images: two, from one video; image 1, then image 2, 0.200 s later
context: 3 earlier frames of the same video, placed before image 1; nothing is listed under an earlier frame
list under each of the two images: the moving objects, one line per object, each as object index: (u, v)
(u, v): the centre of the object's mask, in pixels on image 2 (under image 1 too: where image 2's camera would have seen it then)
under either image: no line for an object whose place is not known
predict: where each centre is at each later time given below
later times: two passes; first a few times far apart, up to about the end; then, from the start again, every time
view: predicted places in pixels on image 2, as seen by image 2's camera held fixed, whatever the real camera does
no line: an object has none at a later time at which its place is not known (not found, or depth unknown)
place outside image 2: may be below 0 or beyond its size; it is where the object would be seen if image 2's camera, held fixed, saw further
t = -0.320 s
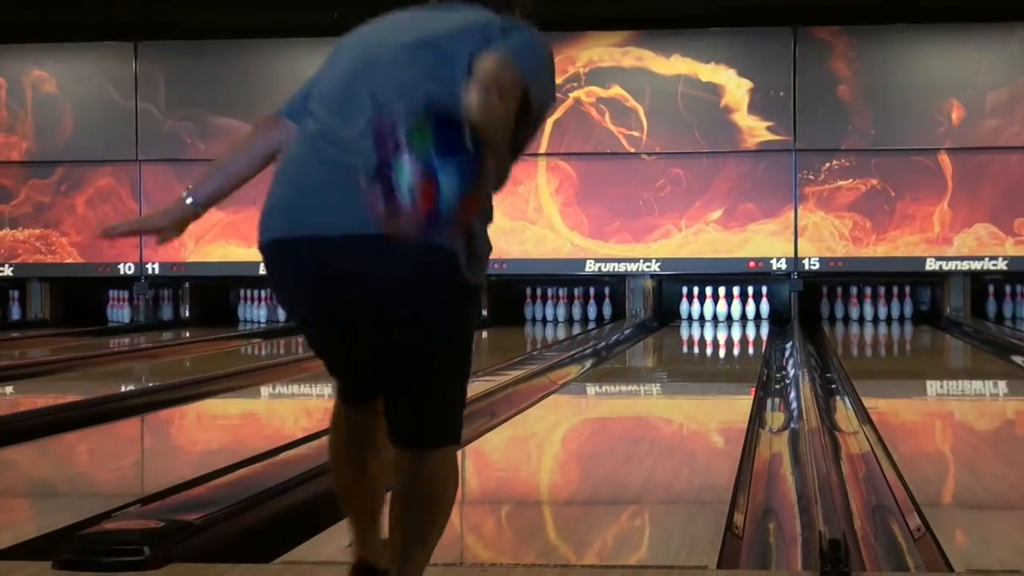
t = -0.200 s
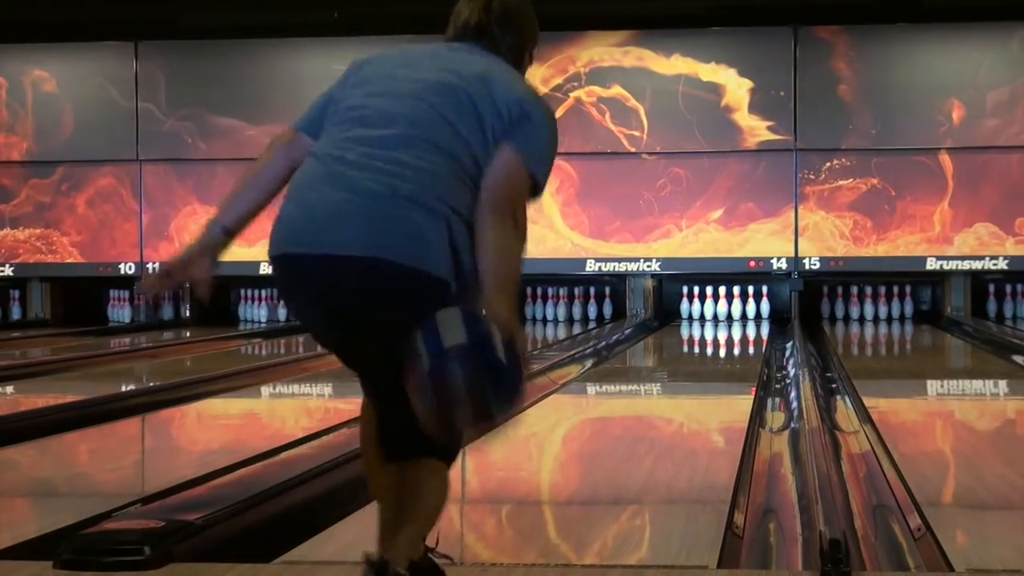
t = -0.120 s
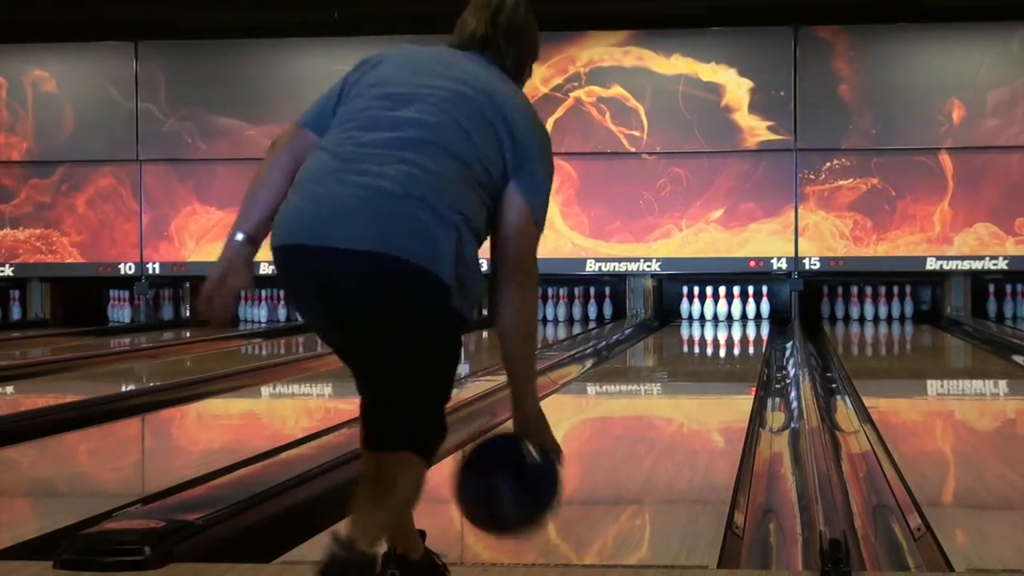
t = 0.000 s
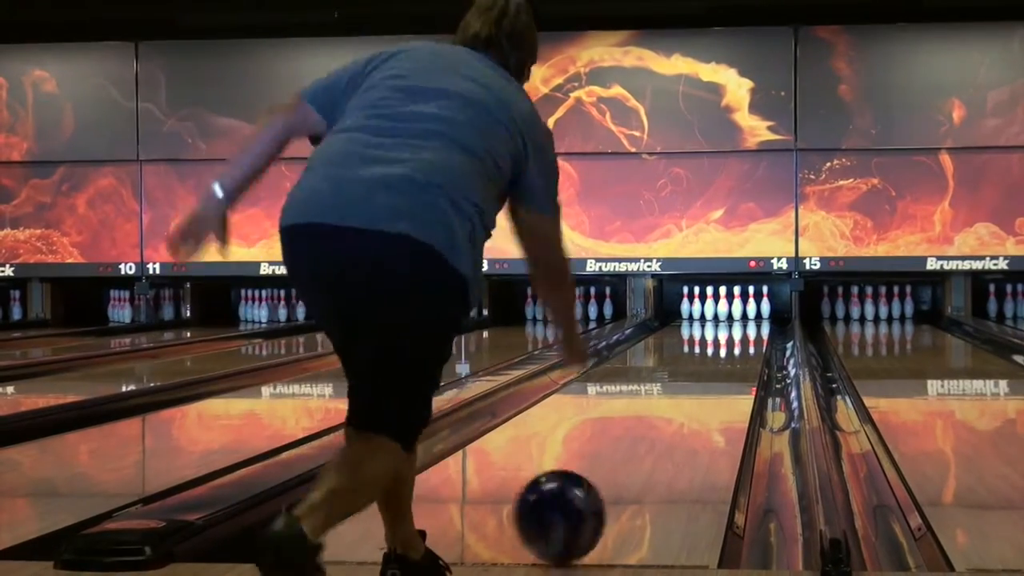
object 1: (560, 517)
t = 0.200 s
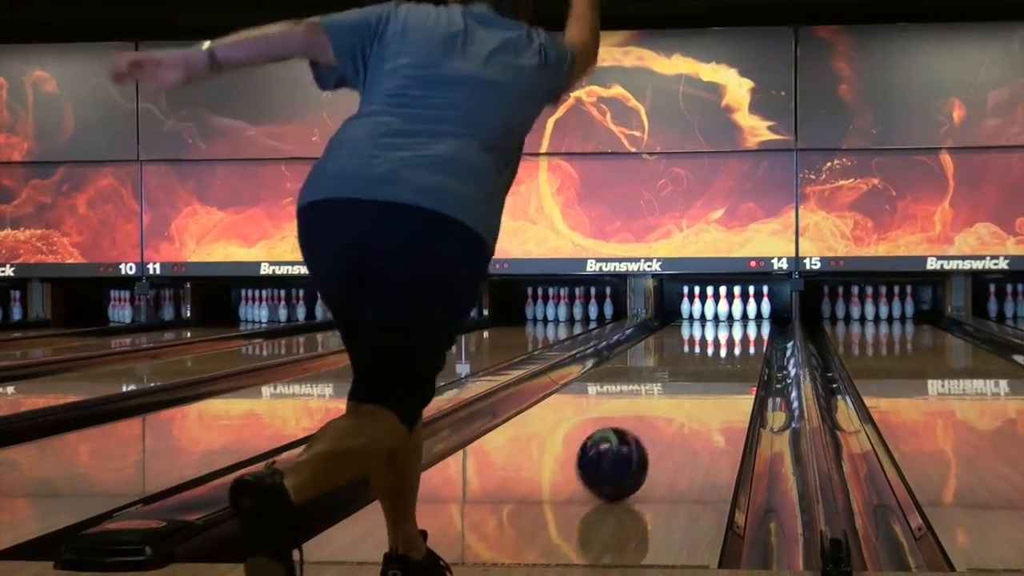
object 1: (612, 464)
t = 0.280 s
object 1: (627, 448)
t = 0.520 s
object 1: (660, 413)
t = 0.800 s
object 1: (684, 386)
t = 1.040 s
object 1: (699, 369)
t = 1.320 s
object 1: (710, 354)
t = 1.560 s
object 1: (717, 344)
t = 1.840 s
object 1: (723, 335)
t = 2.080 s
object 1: (727, 329)
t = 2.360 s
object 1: (728, 322)
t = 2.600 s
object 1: (728, 318)
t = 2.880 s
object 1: (724, 315)
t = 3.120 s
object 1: (717, 312)
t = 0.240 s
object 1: (620, 456)
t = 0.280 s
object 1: (627, 448)
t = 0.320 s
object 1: (634, 442)
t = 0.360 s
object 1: (639, 435)
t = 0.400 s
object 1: (645, 429)
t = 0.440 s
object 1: (650, 423)
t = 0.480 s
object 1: (655, 418)
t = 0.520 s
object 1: (660, 413)
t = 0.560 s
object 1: (664, 408)
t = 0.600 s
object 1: (668, 404)
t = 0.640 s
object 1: (672, 400)
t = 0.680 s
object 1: (675, 396)
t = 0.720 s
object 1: (679, 392)
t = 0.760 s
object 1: (682, 388)
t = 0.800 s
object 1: (684, 386)
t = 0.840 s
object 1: (687, 383)
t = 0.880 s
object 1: (690, 380)
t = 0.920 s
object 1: (692, 376)
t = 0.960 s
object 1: (694, 374)
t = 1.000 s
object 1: (697, 372)
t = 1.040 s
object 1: (699, 369)
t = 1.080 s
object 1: (701, 366)
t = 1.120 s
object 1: (702, 364)
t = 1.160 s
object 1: (704, 362)
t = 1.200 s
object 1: (706, 360)
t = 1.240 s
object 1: (707, 358)
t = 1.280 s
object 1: (709, 356)
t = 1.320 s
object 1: (710, 354)
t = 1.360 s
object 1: (712, 352)
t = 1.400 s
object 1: (713, 350)
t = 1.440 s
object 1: (713, 348)
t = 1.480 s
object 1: (715, 347)
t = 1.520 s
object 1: (716, 345)
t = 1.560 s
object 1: (717, 344)
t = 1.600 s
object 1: (717, 343)
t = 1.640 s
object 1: (719, 341)
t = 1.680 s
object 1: (719, 340)
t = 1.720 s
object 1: (721, 339)
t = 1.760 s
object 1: (721, 337)
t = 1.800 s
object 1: (722, 335)
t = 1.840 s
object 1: (723, 335)
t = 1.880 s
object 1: (724, 334)
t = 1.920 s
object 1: (724, 333)
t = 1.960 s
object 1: (725, 332)
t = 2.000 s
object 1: (726, 331)
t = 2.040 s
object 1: (726, 330)
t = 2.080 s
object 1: (727, 329)
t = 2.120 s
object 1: (727, 328)
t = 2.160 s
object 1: (728, 327)
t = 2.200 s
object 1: (728, 326)
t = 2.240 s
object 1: (728, 325)
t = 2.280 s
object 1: (728, 324)
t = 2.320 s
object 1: (728, 323)
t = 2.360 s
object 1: (728, 322)
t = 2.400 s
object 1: (728, 322)
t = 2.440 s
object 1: (728, 321)
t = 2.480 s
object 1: (728, 320)
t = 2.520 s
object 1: (728, 320)
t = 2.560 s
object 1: (728, 319)
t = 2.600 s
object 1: (728, 318)
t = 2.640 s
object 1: (727, 317)
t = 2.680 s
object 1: (726, 317)
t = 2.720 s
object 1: (726, 317)
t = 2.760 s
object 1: (726, 316)
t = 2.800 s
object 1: (725, 316)
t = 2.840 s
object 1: (724, 315)
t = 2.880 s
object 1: (724, 315)
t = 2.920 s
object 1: (723, 315)
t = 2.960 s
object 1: (722, 314)
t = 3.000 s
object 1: (720, 313)
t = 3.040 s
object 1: (720, 313)
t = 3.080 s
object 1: (720, 313)
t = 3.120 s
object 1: (717, 312)
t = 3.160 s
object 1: (715, 312)
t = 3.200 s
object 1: (712, 310)
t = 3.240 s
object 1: (711, 309)
